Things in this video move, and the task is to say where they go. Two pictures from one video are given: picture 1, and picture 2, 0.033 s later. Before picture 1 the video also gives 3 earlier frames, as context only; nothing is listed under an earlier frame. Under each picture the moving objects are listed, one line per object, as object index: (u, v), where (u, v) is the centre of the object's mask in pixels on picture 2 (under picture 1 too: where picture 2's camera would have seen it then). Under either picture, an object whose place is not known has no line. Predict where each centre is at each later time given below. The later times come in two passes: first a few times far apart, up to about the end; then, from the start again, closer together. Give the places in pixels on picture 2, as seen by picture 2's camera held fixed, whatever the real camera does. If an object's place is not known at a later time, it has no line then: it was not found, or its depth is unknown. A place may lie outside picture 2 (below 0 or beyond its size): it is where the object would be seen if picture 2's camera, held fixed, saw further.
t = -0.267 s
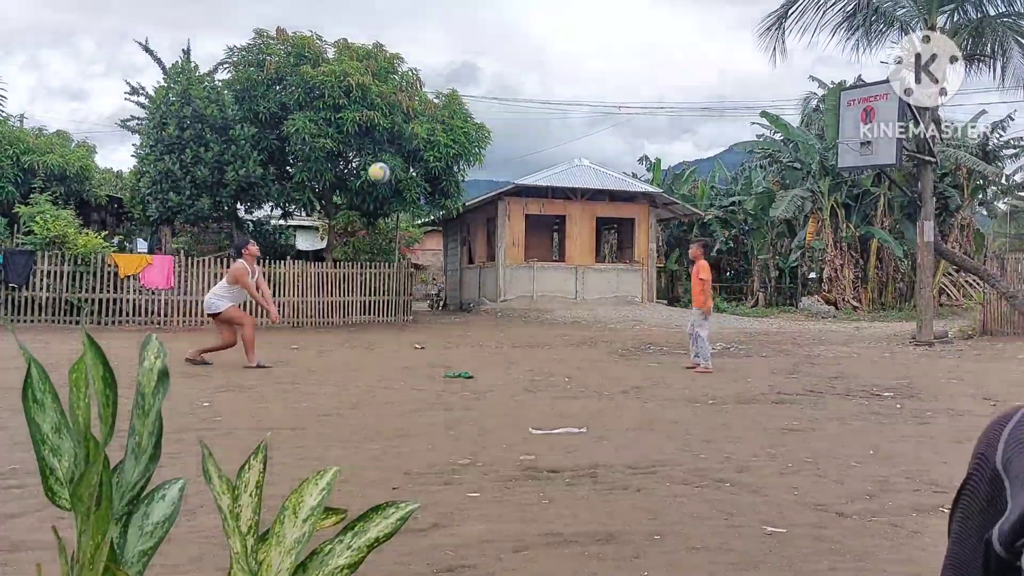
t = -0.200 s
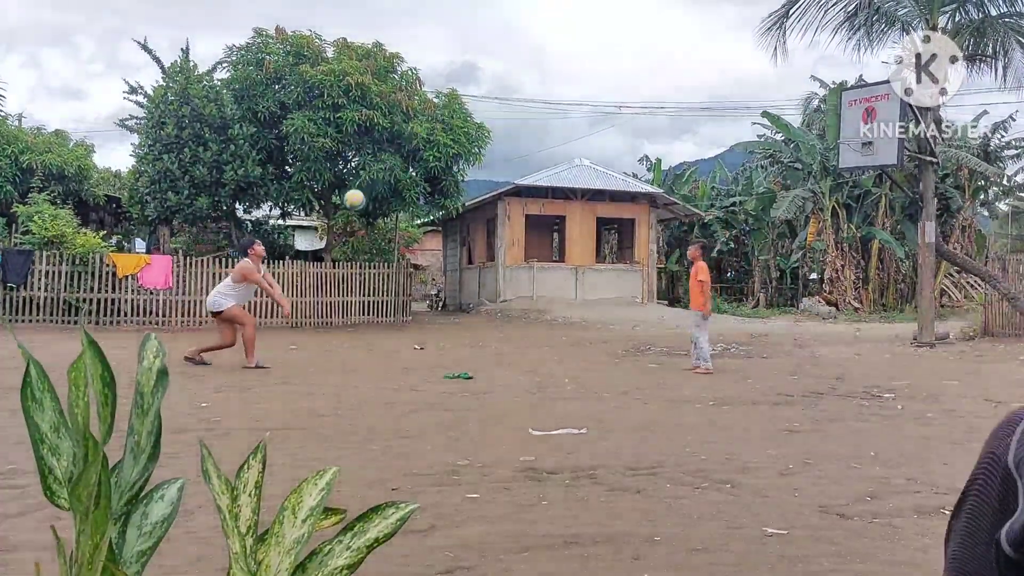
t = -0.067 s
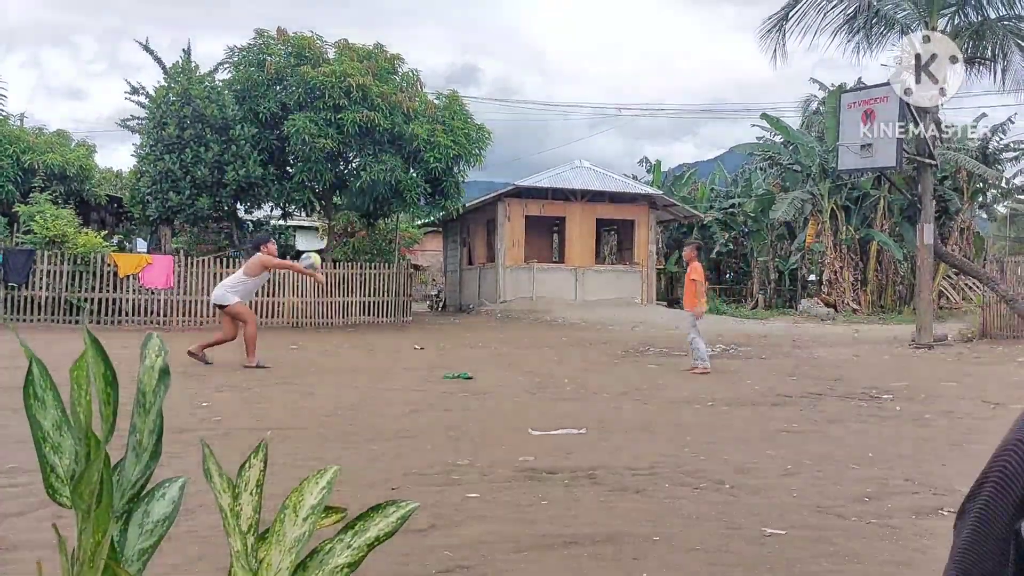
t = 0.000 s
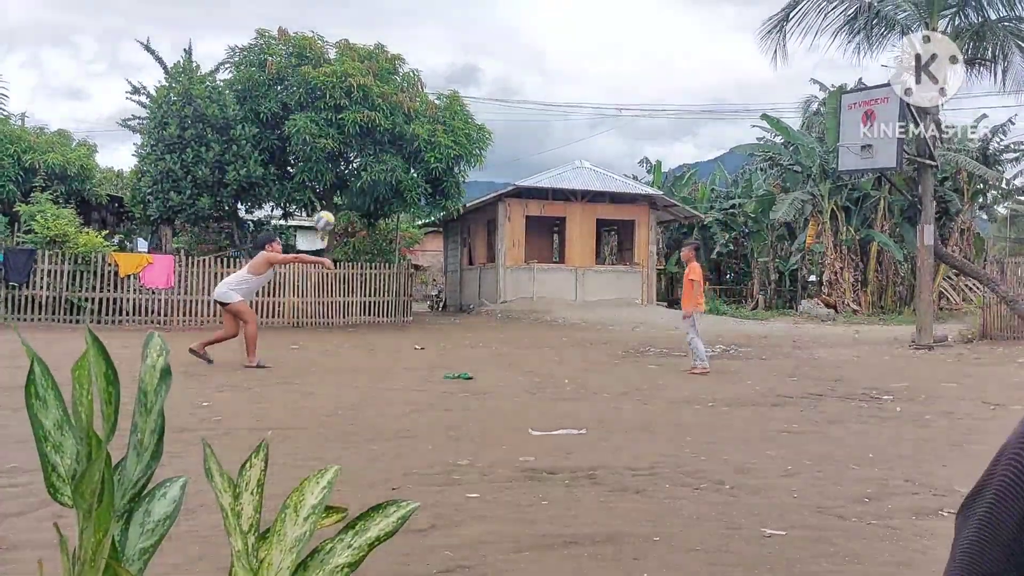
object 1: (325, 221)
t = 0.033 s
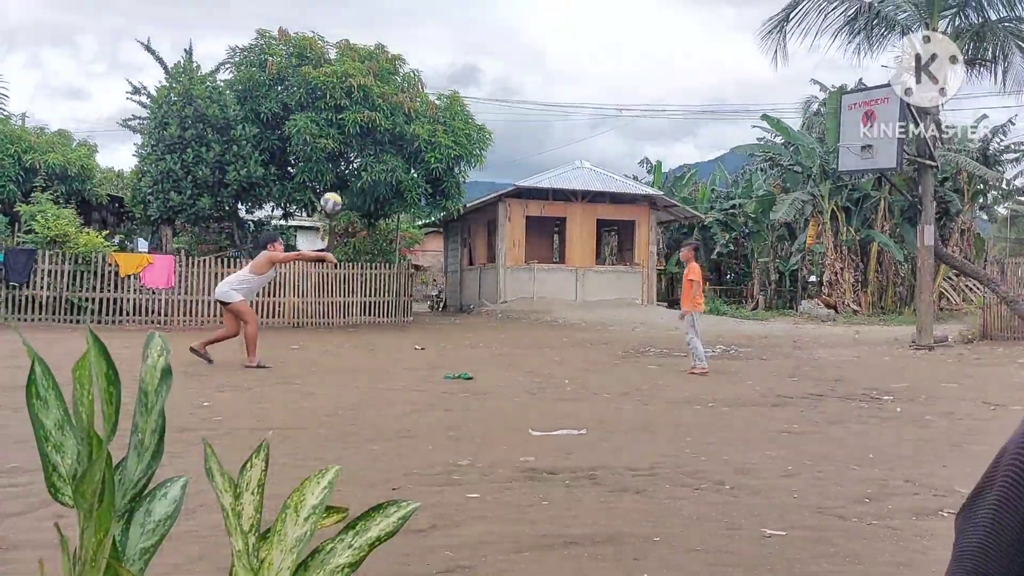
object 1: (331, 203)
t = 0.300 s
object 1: (381, 92)
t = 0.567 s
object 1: (430, 51)
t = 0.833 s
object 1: (475, 75)
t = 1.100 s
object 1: (518, 162)
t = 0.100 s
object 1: (344, 169)
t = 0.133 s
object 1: (350, 153)
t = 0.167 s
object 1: (357, 139)
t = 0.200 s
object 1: (363, 126)
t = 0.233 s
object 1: (369, 114)
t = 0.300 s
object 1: (381, 92)
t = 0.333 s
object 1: (389, 84)
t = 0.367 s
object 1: (393, 76)
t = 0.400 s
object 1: (400, 69)
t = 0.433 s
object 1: (406, 64)
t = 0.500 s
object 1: (418, 55)
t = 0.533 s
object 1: (424, 53)
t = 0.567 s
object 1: (430, 51)
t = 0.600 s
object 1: (436, 50)
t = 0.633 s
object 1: (441, 50)
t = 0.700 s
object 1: (453, 54)
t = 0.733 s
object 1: (458, 58)
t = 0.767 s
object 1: (464, 62)
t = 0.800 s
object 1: (470, 68)
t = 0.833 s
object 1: (475, 75)
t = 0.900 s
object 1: (486, 90)
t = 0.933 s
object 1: (491, 100)
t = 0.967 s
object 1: (496, 110)
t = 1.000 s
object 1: (502, 122)
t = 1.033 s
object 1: (507, 134)
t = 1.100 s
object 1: (518, 162)
